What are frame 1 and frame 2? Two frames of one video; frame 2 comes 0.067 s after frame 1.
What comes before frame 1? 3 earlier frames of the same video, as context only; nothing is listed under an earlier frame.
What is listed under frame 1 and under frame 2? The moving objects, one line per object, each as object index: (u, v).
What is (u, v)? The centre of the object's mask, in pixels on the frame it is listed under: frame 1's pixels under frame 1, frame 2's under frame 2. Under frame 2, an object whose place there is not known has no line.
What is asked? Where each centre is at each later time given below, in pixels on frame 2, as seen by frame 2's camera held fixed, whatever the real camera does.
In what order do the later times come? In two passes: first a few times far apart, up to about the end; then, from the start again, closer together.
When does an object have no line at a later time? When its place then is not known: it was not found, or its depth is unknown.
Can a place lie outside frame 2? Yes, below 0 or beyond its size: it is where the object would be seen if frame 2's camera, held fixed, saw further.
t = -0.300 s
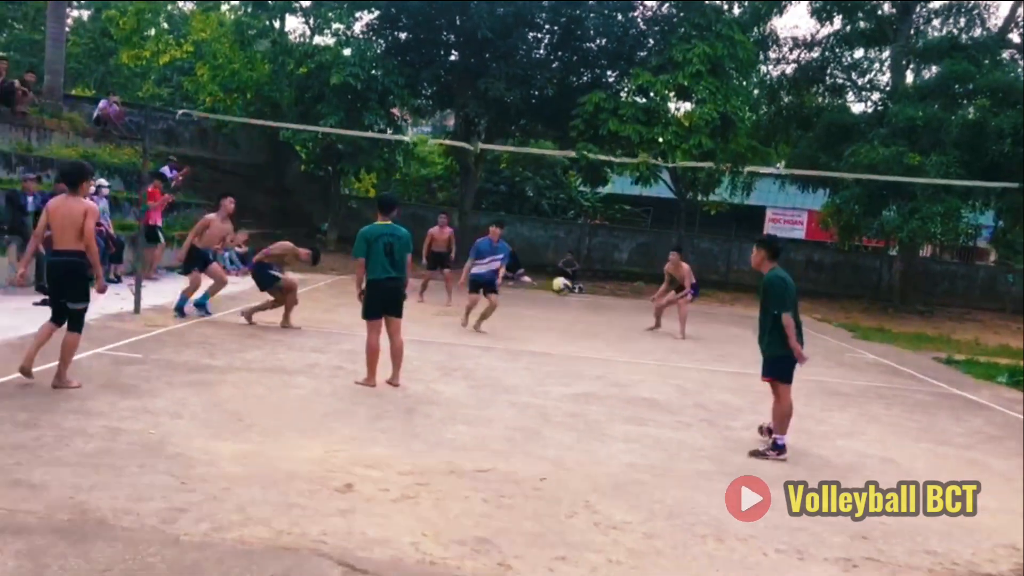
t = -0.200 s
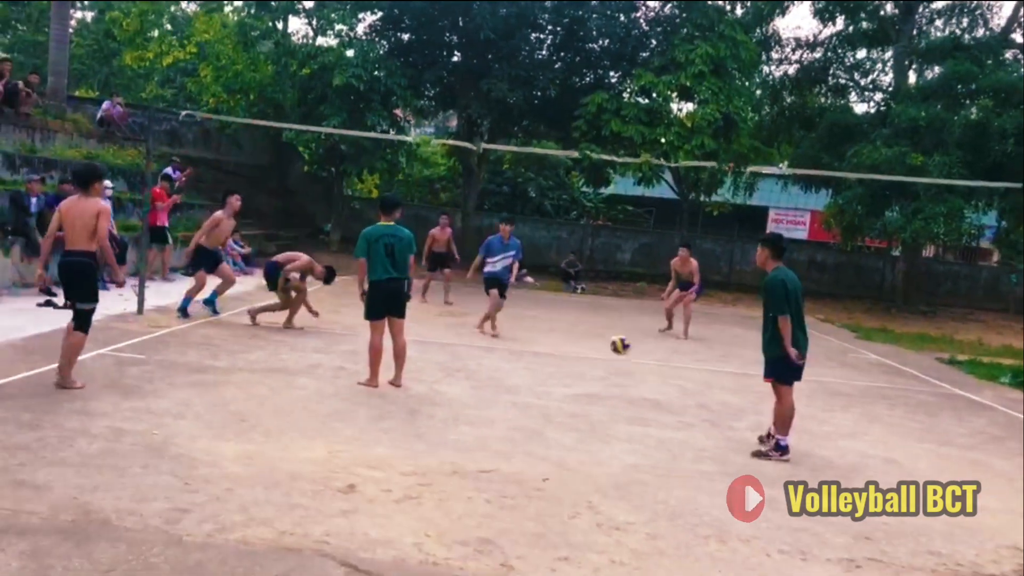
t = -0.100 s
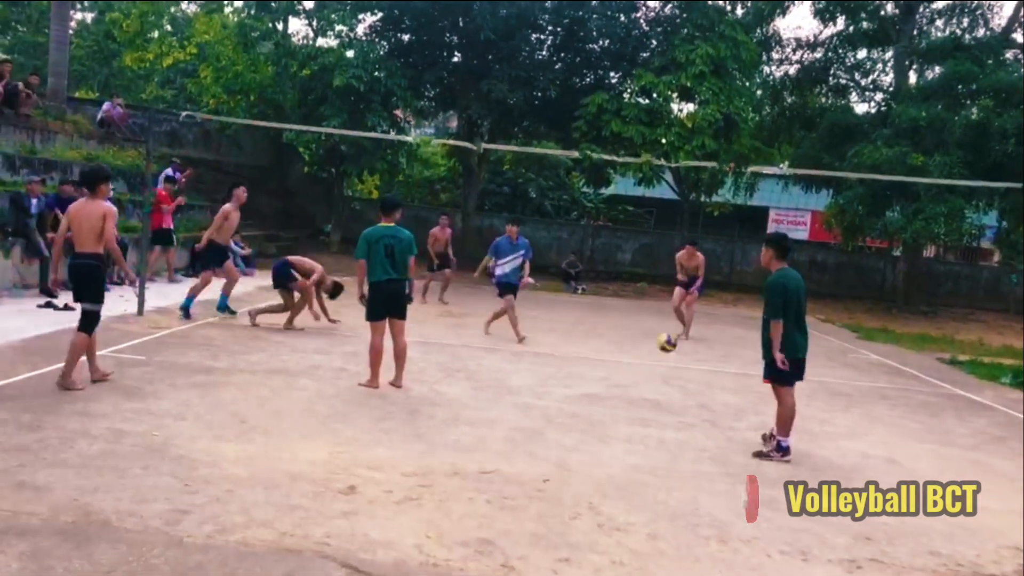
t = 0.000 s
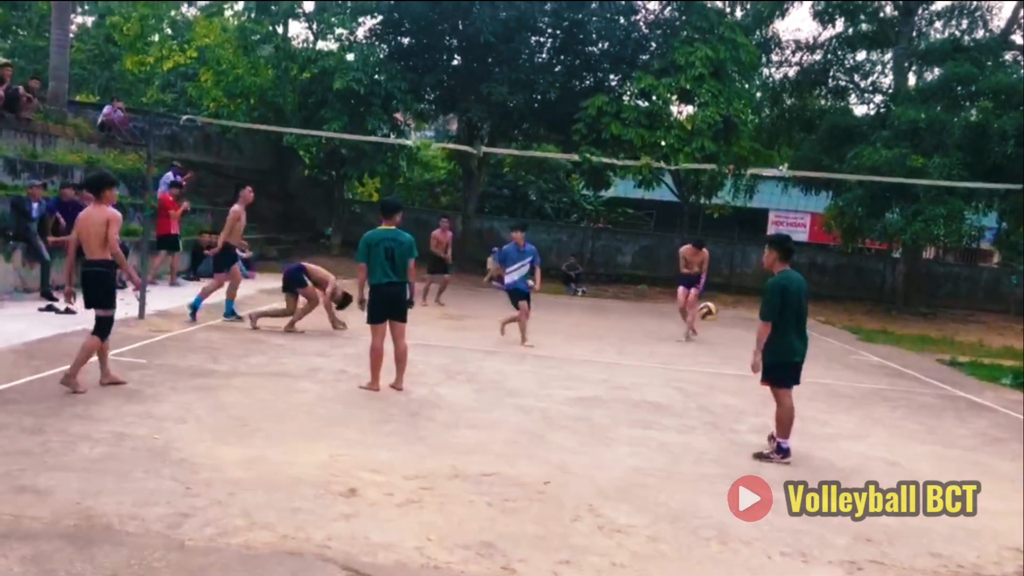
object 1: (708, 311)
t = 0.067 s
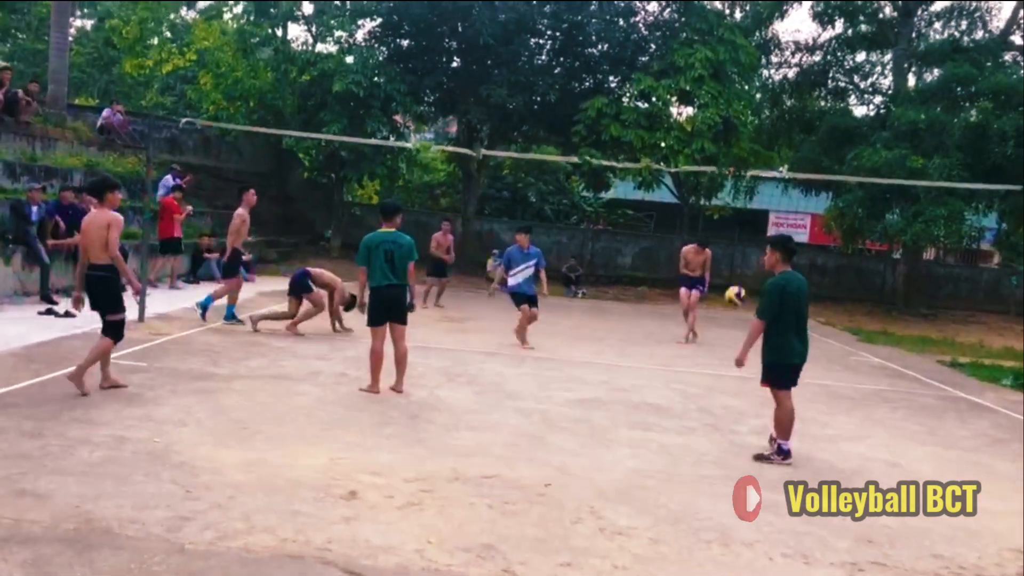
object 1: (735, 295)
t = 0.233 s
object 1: (802, 267)
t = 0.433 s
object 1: (877, 277)
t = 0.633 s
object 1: (945, 322)
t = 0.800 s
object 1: (1001, 389)
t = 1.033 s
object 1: (1093, 365)
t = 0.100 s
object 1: (749, 289)
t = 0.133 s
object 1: (759, 281)
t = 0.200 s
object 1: (792, 268)
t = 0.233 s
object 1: (802, 267)
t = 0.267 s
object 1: (814, 270)
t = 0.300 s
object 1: (826, 270)
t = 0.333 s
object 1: (839, 270)
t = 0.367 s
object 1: (851, 270)
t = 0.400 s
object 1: (864, 273)
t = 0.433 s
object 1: (877, 277)
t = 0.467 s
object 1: (889, 282)
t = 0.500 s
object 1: (900, 288)
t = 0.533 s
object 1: (911, 294)
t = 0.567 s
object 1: (923, 302)
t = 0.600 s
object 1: (935, 312)
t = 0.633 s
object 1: (945, 322)
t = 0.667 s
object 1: (956, 332)
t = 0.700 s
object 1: (967, 344)
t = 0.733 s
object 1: (980, 358)
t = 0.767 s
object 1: (992, 373)
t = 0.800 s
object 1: (1001, 389)
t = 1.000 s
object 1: (1083, 372)
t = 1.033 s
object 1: (1093, 365)
